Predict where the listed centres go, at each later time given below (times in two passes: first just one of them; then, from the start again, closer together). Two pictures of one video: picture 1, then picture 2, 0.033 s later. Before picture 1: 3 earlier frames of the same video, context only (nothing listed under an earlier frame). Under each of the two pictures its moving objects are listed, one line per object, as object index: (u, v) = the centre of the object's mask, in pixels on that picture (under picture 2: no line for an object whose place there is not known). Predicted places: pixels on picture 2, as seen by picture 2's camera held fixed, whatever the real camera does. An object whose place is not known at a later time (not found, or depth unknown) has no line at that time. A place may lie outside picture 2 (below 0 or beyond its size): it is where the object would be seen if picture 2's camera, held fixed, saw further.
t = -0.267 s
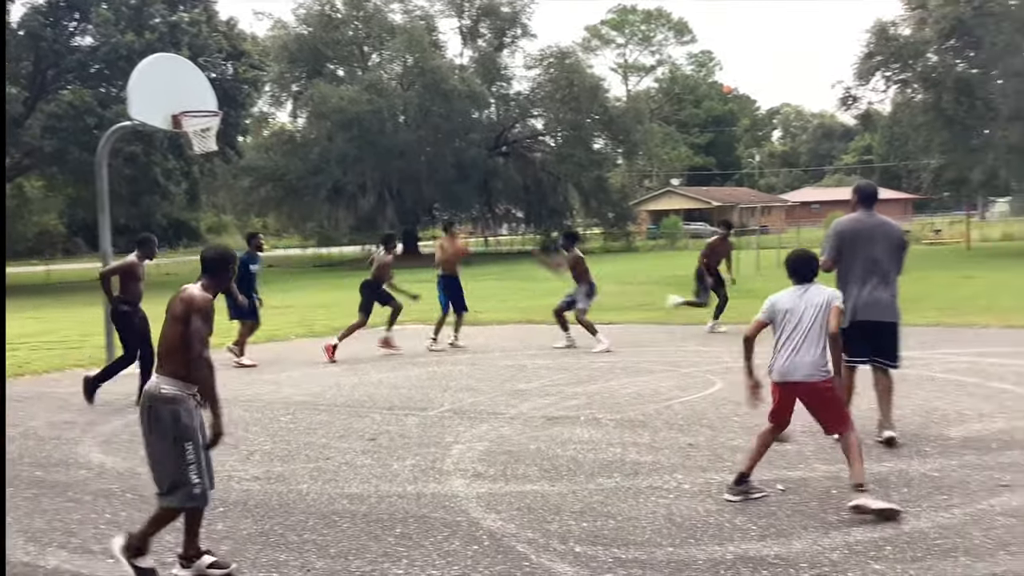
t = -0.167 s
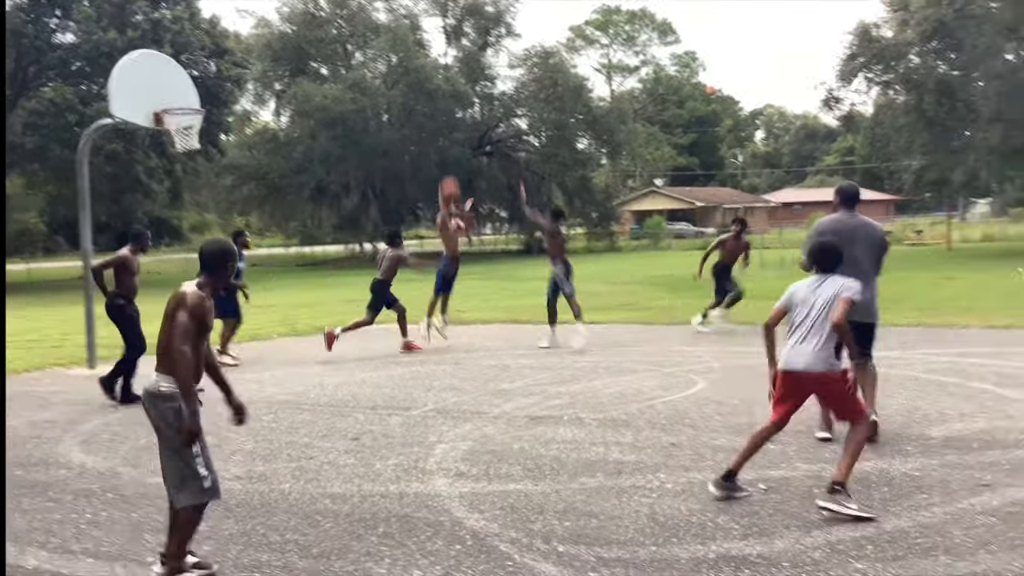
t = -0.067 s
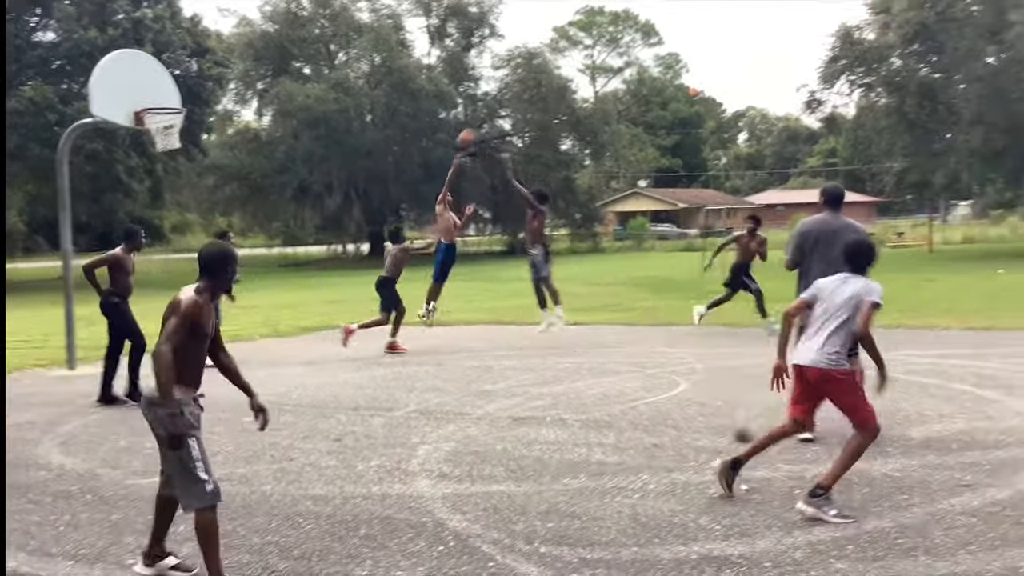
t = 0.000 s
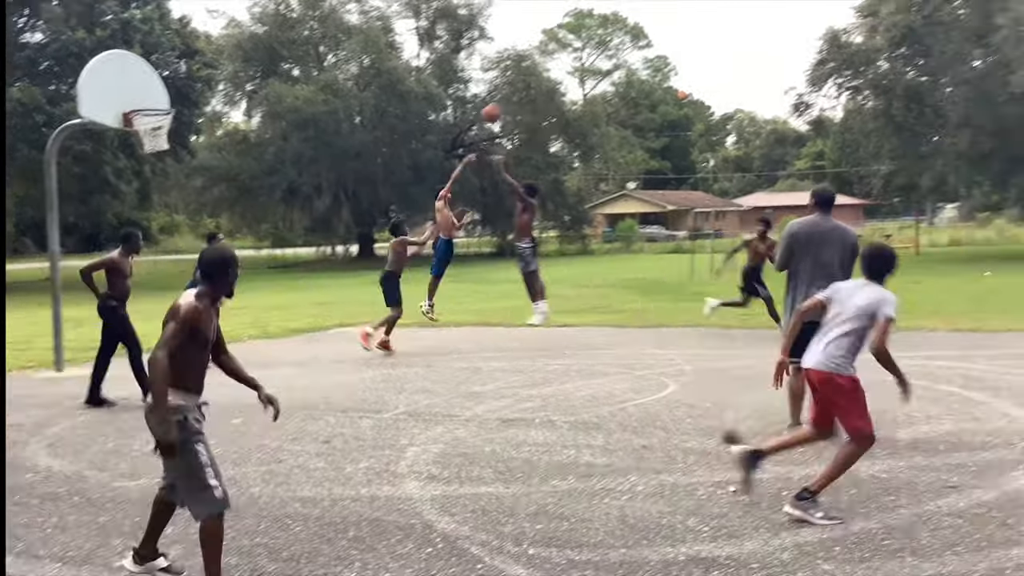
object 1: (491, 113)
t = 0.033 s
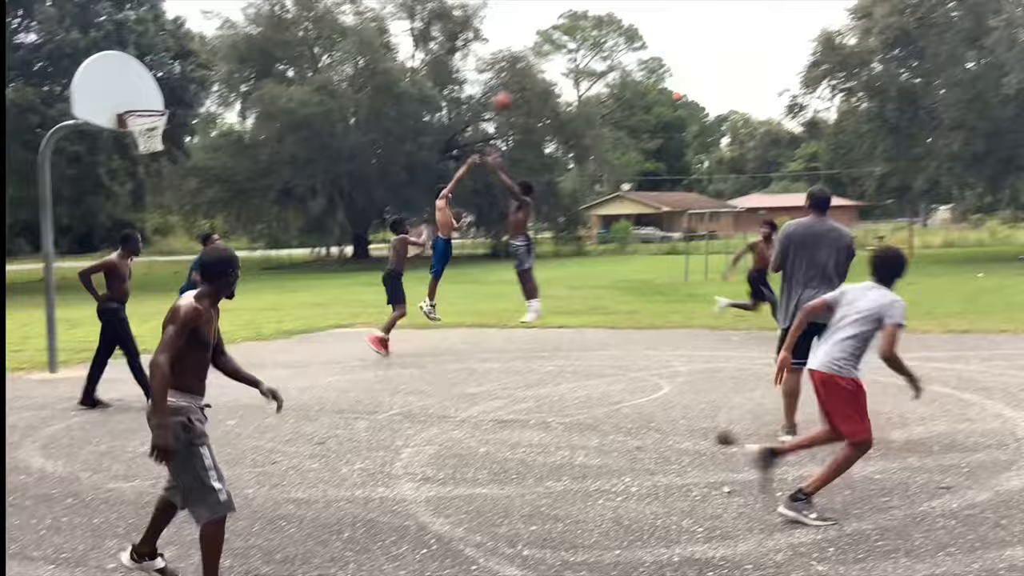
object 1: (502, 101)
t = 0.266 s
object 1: (620, 36)
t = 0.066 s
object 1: (519, 90)
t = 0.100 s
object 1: (536, 80)
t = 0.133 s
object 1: (554, 70)
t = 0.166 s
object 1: (570, 60)
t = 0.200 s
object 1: (587, 52)
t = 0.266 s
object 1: (620, 36)
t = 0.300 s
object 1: (637, 32)
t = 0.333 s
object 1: (656, 24)
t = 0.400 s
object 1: (691, 14)
